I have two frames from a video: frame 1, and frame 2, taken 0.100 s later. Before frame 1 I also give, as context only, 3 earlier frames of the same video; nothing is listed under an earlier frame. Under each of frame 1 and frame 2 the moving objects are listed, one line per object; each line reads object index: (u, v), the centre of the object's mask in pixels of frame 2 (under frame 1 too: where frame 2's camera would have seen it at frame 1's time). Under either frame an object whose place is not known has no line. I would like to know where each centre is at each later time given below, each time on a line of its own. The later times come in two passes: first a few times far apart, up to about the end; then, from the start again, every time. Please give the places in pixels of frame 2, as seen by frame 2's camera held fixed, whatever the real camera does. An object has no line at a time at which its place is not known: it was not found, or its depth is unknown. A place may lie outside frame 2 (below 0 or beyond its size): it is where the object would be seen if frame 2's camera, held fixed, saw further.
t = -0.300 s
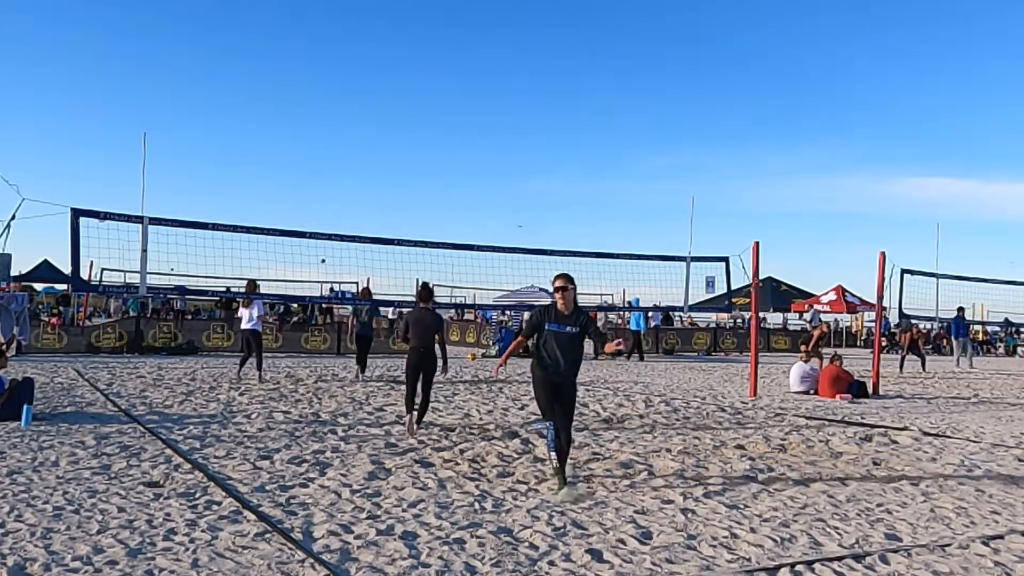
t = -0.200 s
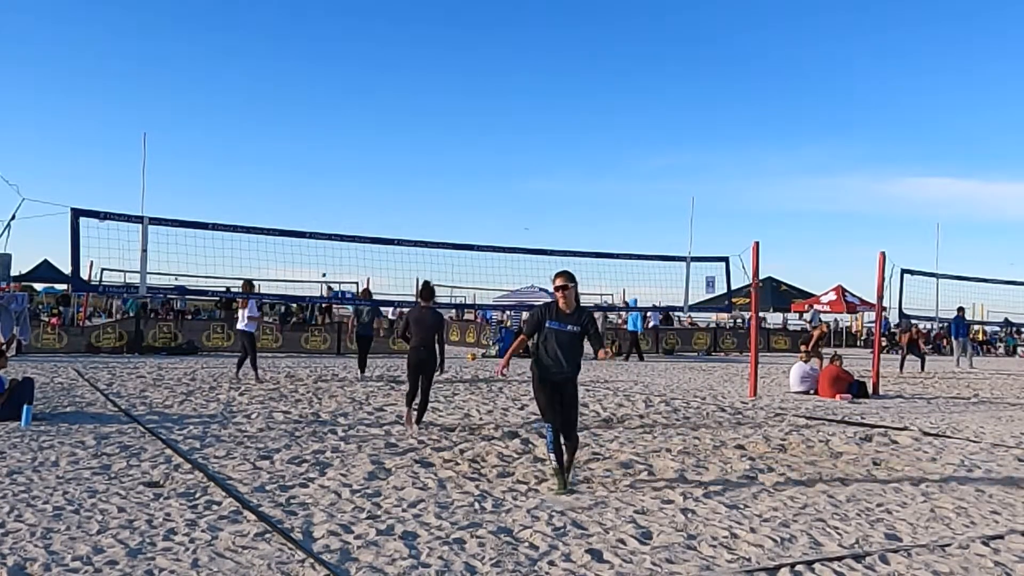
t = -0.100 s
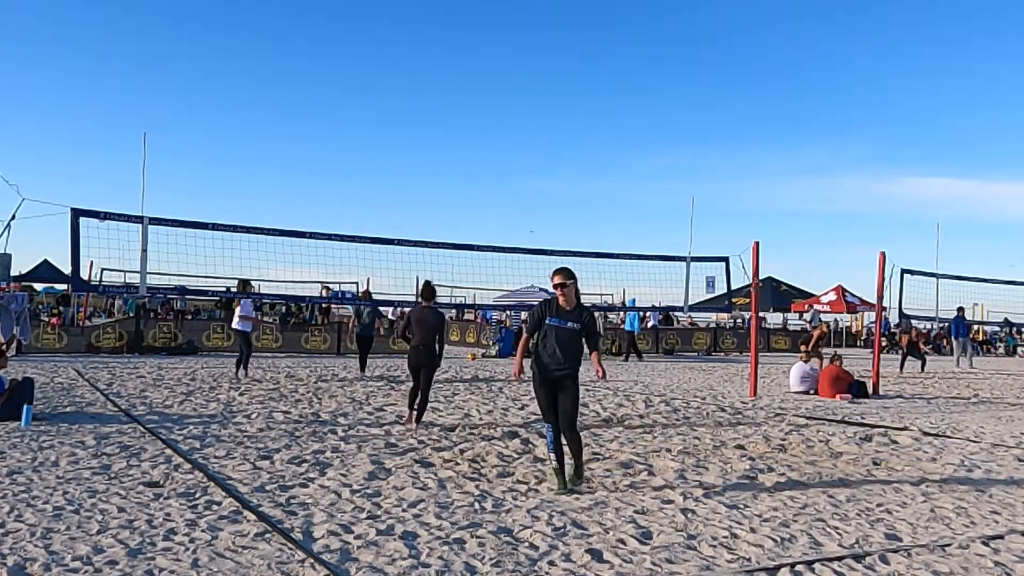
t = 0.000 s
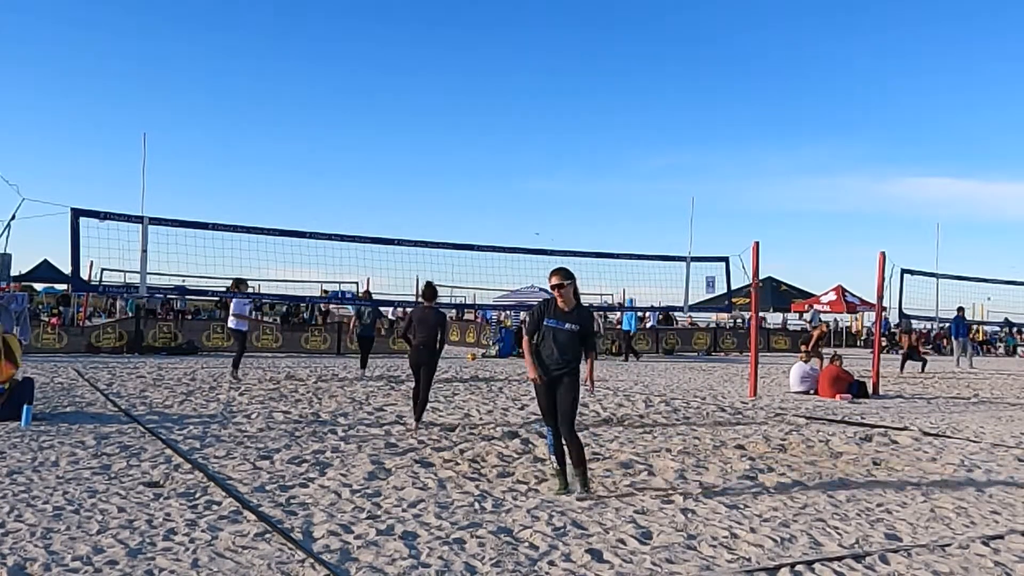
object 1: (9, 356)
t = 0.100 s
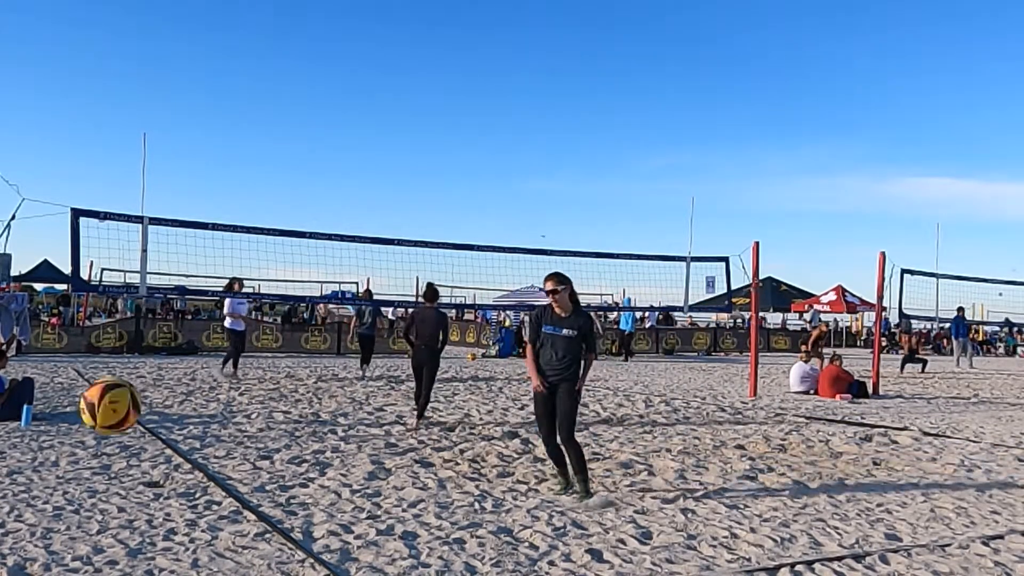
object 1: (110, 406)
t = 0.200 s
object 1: (200, 464)
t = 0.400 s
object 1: (301, 505)
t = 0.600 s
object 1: (344, 458)
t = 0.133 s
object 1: (144, 425)
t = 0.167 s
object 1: (173, 444)
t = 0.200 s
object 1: (200, 464)
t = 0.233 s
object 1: (225, 485)
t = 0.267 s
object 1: (247, 506)
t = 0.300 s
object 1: (267, 526)
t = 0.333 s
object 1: (283, 541)
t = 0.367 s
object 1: (293, 521)
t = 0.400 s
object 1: (301, 505)
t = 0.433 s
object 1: (309, 491)
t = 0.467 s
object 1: (317, 479)
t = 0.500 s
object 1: (324, 470)
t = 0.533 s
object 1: (331, 463)
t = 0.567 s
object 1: (338, 460)
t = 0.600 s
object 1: (344, 458)
